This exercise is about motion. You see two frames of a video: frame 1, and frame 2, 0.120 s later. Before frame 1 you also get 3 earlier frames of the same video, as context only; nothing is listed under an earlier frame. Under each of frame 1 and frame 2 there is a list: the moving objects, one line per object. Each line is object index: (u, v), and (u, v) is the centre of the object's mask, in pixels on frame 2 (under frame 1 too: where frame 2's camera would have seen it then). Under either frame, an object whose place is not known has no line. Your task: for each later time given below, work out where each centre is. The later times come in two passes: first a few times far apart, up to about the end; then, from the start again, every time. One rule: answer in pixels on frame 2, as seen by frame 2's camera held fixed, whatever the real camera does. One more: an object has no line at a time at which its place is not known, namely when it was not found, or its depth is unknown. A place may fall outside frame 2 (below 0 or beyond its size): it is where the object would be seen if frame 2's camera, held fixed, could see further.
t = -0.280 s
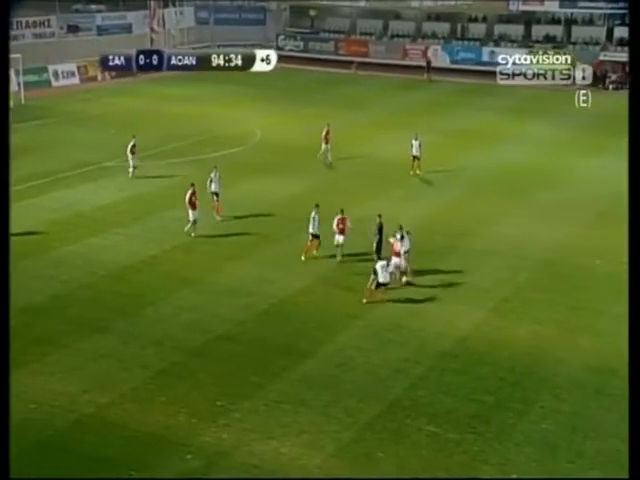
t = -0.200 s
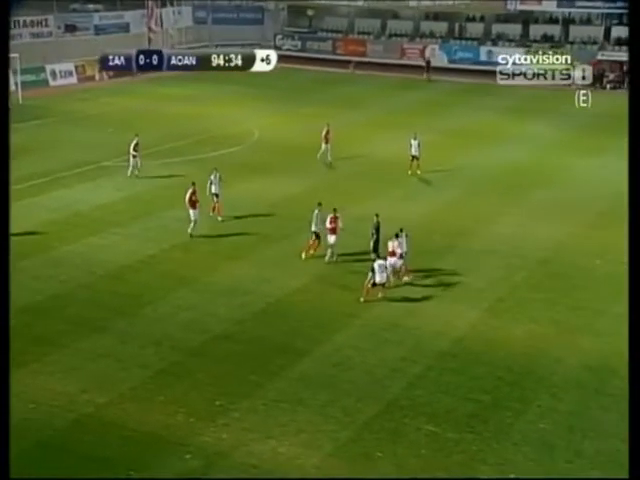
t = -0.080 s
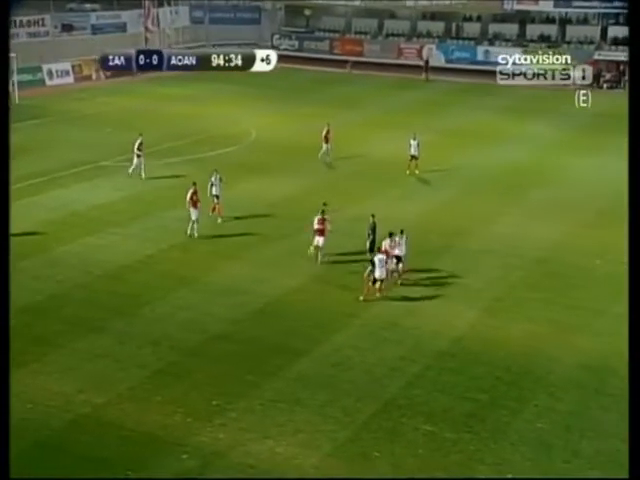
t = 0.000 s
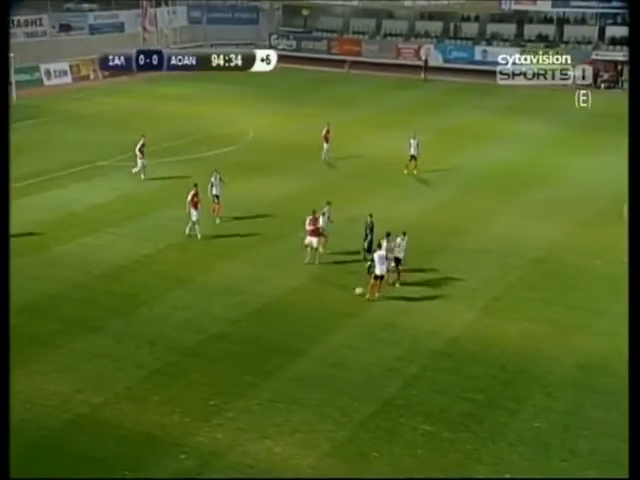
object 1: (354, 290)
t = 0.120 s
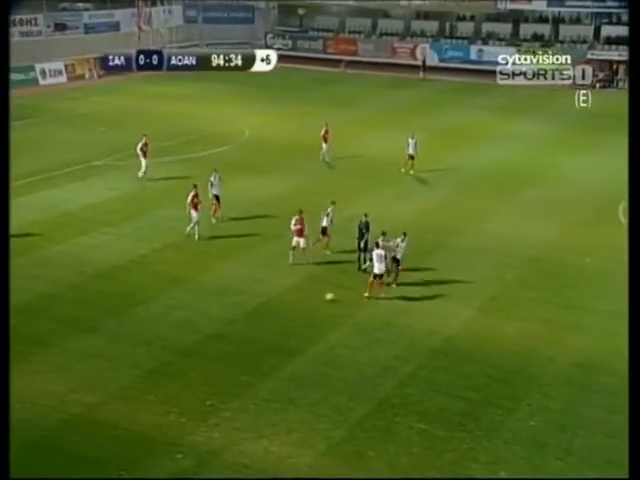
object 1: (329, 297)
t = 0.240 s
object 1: (307, 303)
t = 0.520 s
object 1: (253, 319)
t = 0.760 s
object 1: (208, 332)
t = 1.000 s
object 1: (164, 344)
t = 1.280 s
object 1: (112, 357)
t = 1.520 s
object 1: (69, 369)
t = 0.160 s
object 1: (322, 299)
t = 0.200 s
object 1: (314, 302)
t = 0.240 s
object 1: (307, 303)
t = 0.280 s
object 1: (299, 306)
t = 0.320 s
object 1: (291, 308)
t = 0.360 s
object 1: (284, 310)
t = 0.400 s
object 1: (275, 312)
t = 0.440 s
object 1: (268, 315)
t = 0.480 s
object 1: (260, 317)
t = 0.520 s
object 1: (253, 319)
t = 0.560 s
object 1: (246, 320)
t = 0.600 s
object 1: (238, 323)
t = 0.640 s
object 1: (230, 326)
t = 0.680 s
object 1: (223, 327)
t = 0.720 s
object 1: (216, 328)
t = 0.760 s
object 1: (208, 332)
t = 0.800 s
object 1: (201, 334)
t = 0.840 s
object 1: (193, 337)
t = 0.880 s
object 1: (186, 338)
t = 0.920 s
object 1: (178, 339)
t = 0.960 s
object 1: (171, 342)
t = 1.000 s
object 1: (164, 344)
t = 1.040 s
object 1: (156, 346)
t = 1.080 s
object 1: (149, 348)
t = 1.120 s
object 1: (141, 349)
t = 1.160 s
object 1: (134, 352)
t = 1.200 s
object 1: (127, 354)
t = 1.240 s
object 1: (119, 356)
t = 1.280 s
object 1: (112, 357)
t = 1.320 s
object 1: (105, 359)
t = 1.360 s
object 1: (98, 362)
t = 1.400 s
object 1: (90, 364)
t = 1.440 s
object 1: (83, 365)
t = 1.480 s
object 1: (76, 366)
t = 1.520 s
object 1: (69, 369)
